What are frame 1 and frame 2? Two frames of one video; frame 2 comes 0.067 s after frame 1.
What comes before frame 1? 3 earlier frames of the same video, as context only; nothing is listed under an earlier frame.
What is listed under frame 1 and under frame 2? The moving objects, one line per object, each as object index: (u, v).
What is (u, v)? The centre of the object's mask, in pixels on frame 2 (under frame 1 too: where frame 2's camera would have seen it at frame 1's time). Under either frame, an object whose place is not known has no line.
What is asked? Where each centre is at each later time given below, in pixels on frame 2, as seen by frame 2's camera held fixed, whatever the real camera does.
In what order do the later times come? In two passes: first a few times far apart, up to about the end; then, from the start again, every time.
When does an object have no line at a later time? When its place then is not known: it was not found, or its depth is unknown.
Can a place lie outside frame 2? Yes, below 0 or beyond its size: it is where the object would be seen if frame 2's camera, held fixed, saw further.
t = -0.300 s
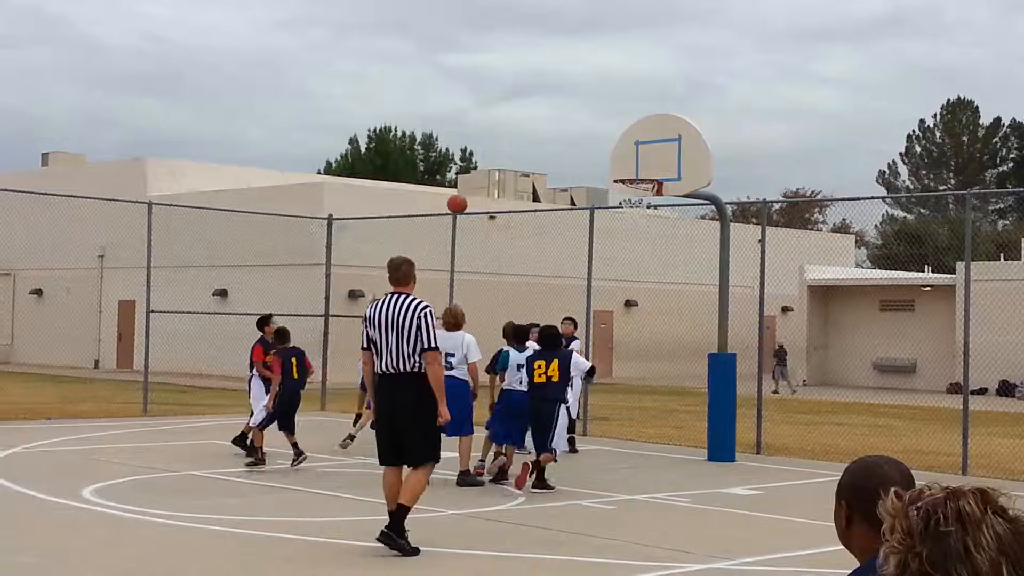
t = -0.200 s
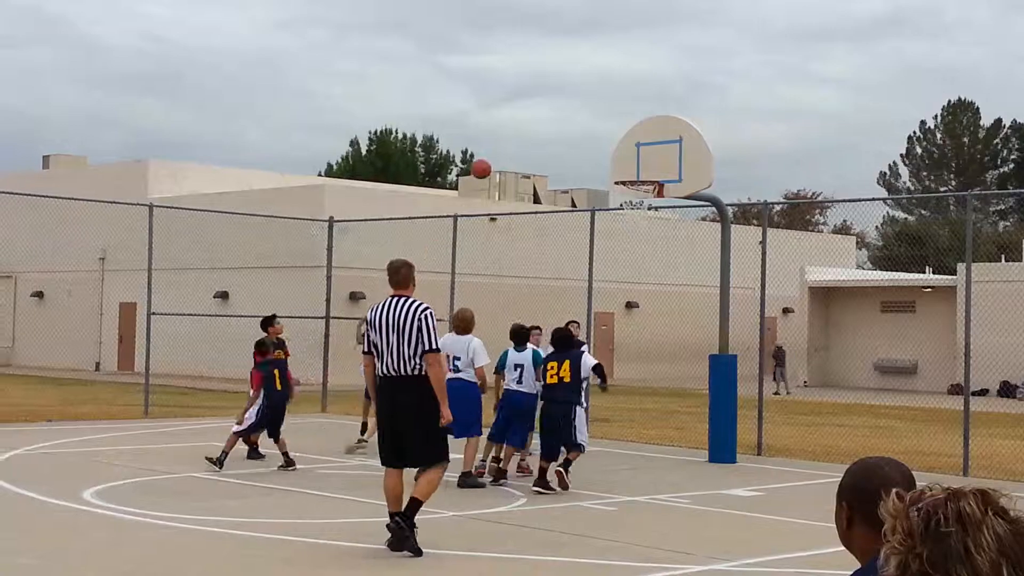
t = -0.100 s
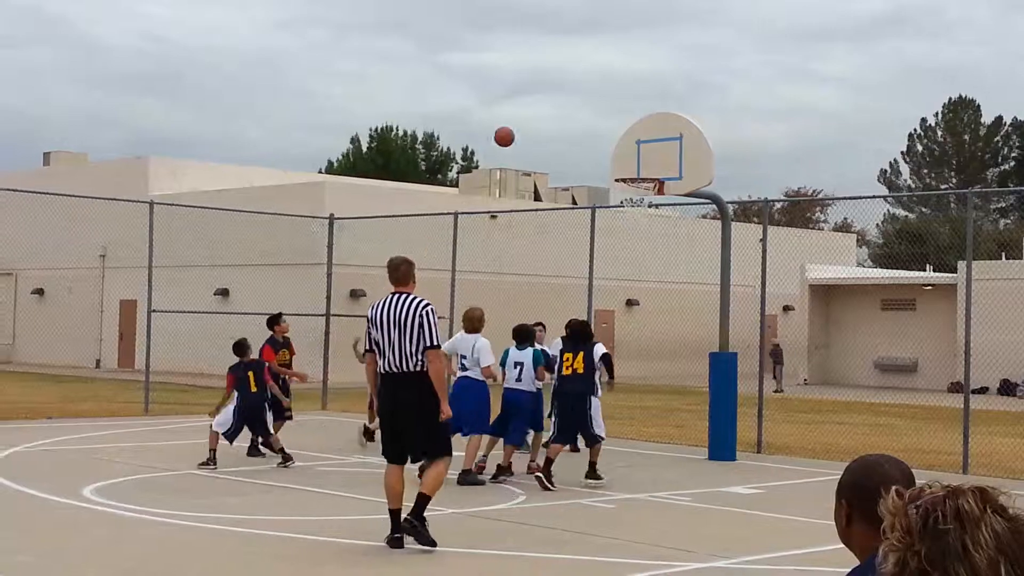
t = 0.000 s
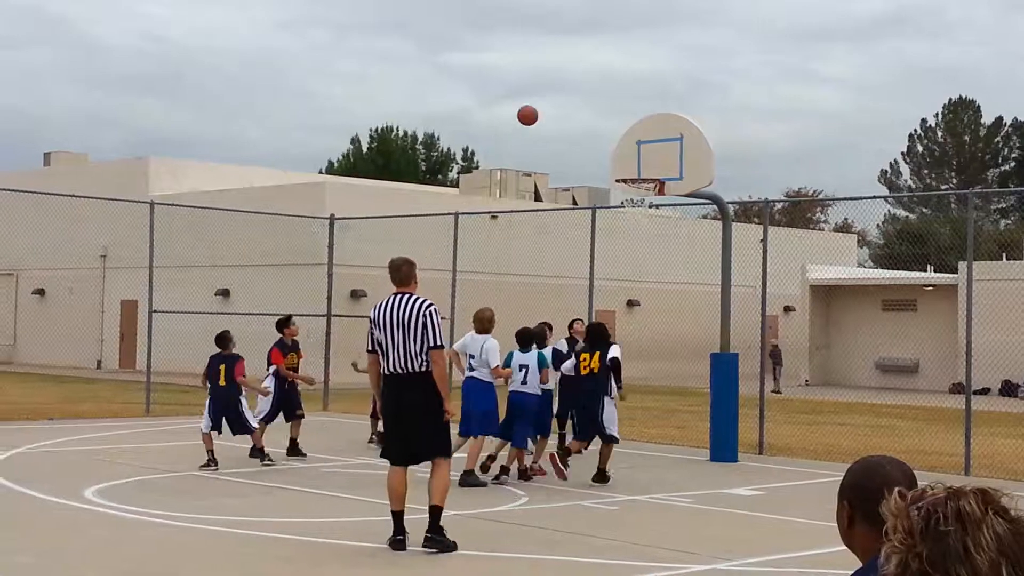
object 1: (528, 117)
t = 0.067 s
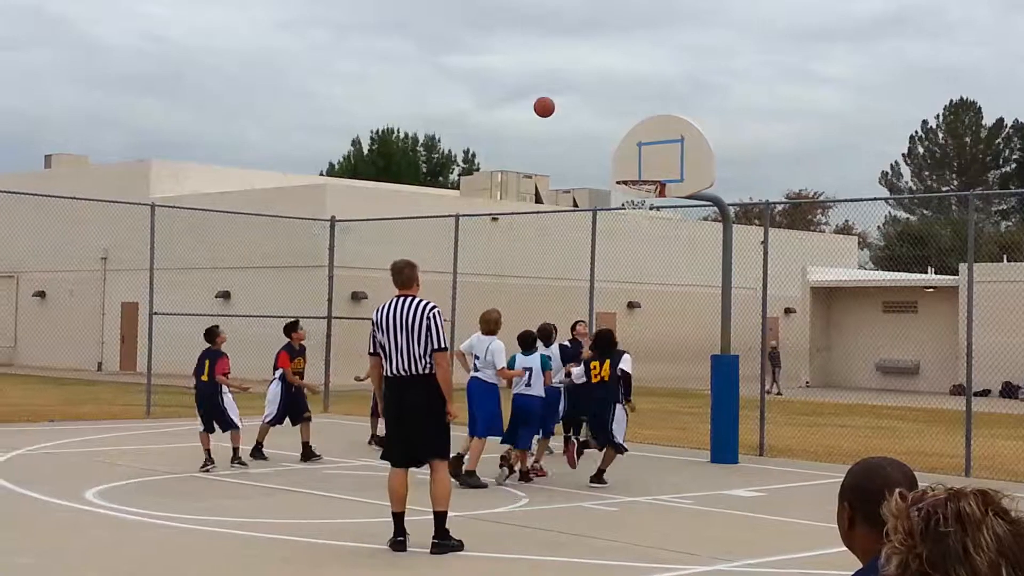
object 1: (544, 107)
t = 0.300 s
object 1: (601, 104)
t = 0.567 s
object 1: (668, 160)
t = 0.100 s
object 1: (553, 104)
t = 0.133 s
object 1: (560, 100)
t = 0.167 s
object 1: (569, 100)
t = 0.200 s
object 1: (577, 99)
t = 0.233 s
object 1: (584, 99)
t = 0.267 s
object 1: (594, 101)
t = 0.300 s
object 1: (601, 104)
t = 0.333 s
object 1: (609, 107)
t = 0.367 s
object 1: (617, 109)
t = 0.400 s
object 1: (626, 116)
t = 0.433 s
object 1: (636, 123)
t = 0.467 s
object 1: (643, 130)
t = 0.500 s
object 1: (651, 139)
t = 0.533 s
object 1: (659, 149)
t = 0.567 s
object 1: (668, 160)
